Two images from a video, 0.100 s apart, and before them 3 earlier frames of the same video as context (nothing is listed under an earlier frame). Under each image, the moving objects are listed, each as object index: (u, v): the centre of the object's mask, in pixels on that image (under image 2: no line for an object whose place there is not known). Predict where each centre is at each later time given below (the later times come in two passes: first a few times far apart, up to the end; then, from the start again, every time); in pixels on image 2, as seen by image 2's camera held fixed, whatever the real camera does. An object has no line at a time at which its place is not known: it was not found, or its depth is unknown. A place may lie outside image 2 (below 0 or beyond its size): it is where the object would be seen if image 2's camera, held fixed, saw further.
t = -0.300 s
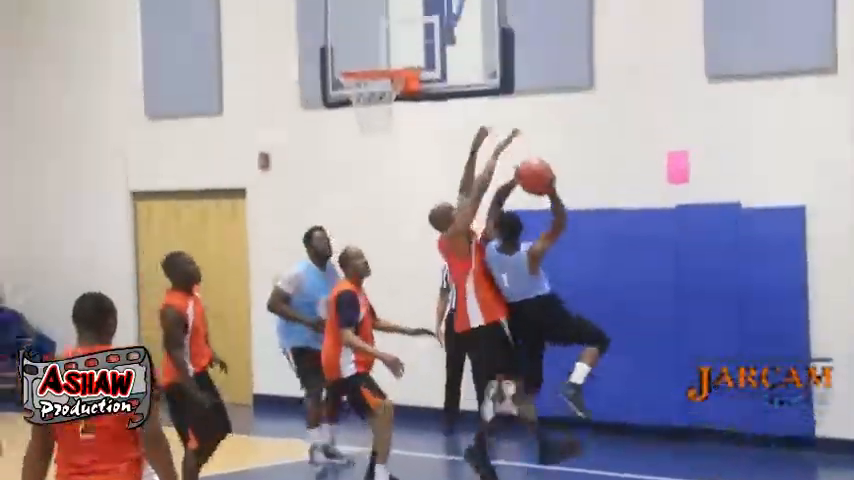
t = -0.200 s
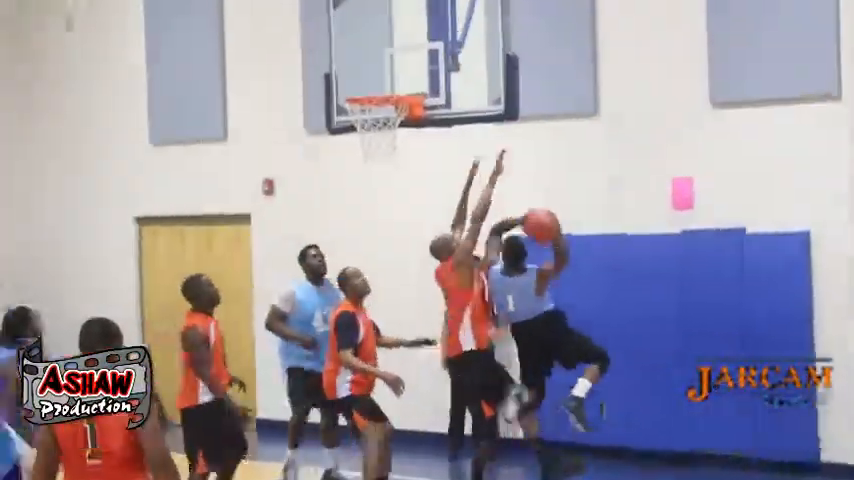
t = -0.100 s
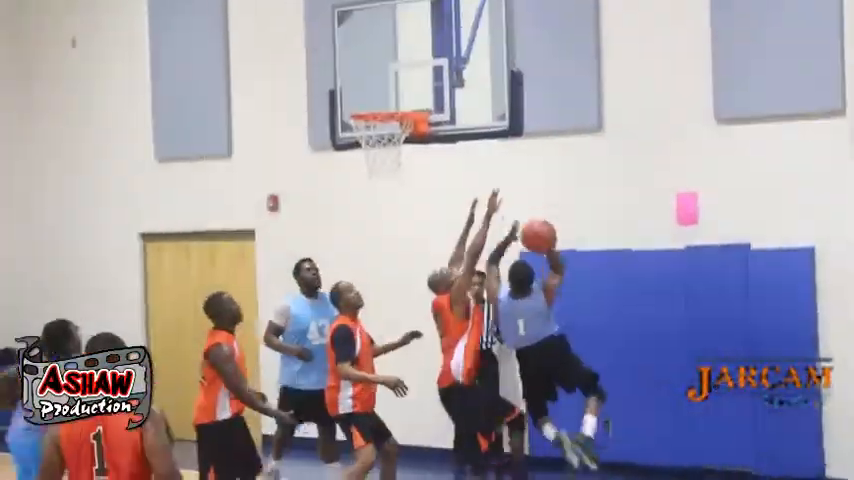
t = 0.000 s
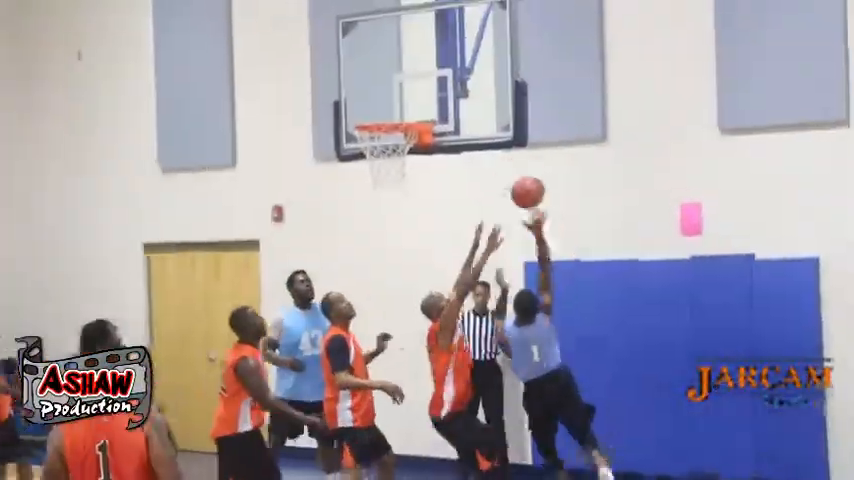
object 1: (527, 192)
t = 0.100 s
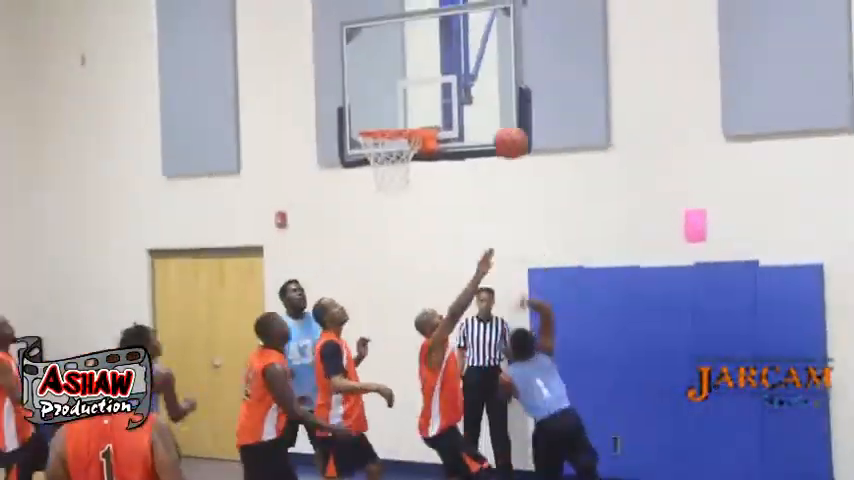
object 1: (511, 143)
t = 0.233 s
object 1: (483, 91)
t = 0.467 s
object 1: (436, 76)
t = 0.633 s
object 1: (401, 112)
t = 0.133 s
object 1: (502, 126)
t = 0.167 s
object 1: (496, 113)
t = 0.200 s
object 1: (491, 101)
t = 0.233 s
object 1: (483, 91)
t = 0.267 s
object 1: (479, 83)
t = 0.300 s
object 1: (472, 76)
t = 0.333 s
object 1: (464, 73)
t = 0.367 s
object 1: (456, 72)
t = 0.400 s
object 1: (449, 73)
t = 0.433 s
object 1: (442, 74)
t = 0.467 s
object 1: (436, 76)
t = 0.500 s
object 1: (429, 80)
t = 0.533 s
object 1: (423, 85)
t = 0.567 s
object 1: (416, 93)
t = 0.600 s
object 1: (408, 102)
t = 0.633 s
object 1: (401, 112)
